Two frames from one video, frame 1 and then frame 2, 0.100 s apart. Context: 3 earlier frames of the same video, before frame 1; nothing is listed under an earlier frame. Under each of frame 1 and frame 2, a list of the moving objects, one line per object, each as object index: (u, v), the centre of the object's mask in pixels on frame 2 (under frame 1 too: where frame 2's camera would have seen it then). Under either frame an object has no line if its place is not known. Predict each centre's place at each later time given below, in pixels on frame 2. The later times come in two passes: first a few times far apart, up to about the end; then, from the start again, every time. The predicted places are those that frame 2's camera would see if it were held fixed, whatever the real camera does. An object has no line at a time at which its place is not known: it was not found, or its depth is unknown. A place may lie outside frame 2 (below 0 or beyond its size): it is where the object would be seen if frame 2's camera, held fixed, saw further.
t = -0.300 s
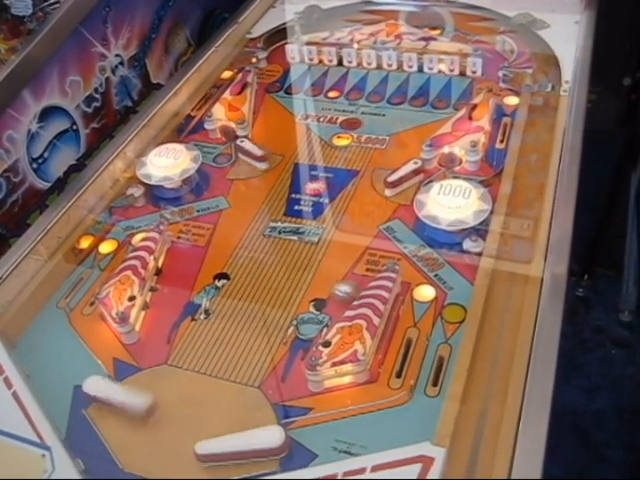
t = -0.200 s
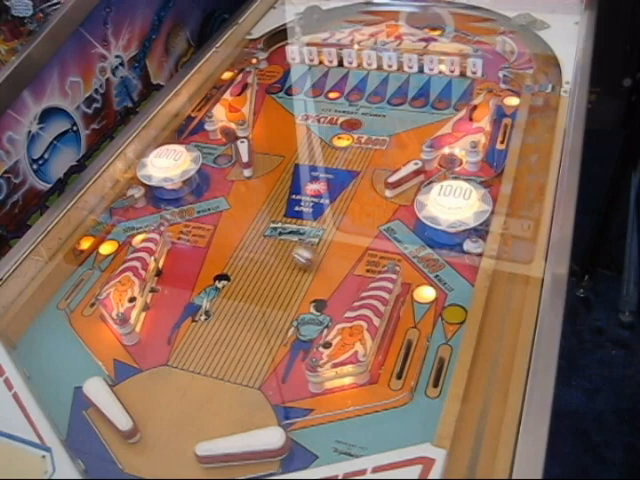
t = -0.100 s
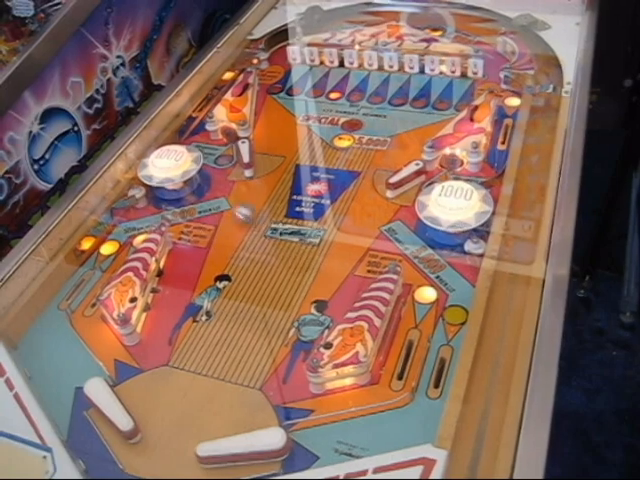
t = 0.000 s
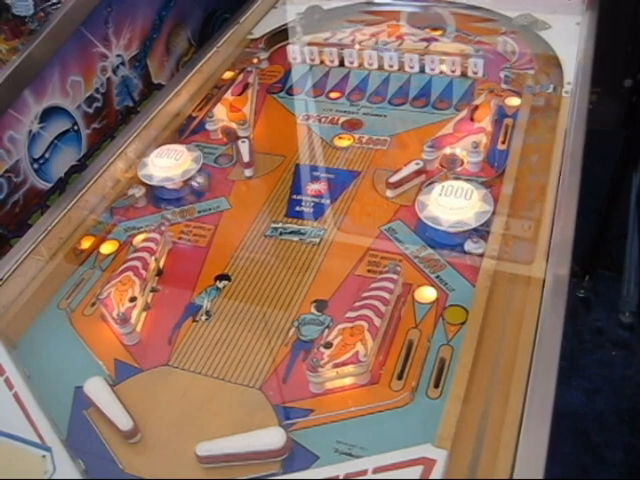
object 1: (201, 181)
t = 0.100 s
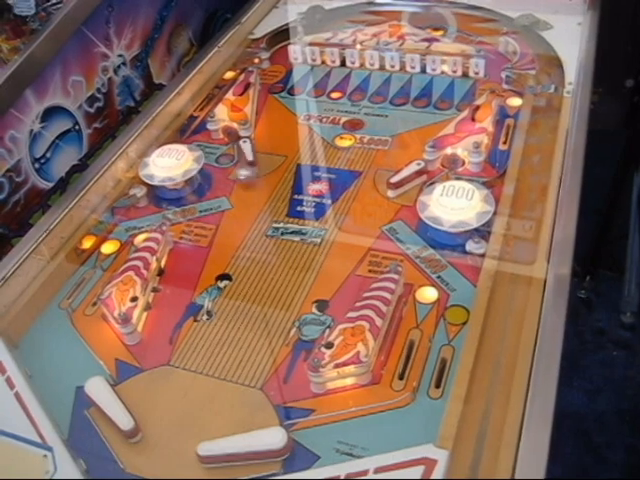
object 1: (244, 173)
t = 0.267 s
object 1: (300, 184)
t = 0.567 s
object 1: (391, 213)
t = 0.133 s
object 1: (257, 176)
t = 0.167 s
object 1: (270, 178)
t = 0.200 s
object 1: (281, 181)
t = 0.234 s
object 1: (291, 182)
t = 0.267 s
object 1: (300, 184)
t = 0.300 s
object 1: (310, 185)
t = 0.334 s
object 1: (321, 188)
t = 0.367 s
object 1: (331, 190)
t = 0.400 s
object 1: (341, 193)
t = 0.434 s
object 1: (350, 197)
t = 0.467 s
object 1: (360, 200)
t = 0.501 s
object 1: (371, 205)
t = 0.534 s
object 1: (381, 209)
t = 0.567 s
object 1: (391, 213)
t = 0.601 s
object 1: (401, 219)
